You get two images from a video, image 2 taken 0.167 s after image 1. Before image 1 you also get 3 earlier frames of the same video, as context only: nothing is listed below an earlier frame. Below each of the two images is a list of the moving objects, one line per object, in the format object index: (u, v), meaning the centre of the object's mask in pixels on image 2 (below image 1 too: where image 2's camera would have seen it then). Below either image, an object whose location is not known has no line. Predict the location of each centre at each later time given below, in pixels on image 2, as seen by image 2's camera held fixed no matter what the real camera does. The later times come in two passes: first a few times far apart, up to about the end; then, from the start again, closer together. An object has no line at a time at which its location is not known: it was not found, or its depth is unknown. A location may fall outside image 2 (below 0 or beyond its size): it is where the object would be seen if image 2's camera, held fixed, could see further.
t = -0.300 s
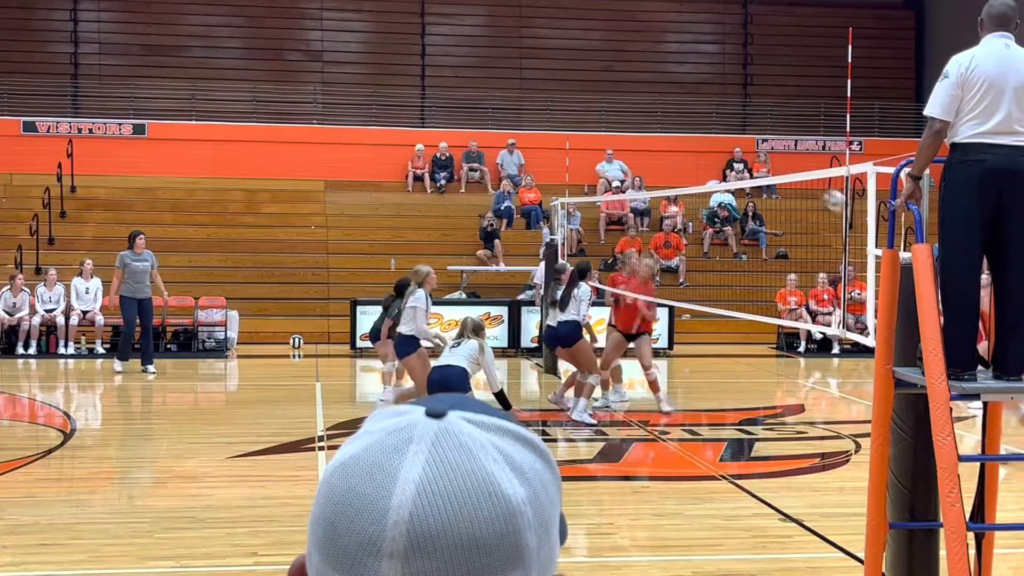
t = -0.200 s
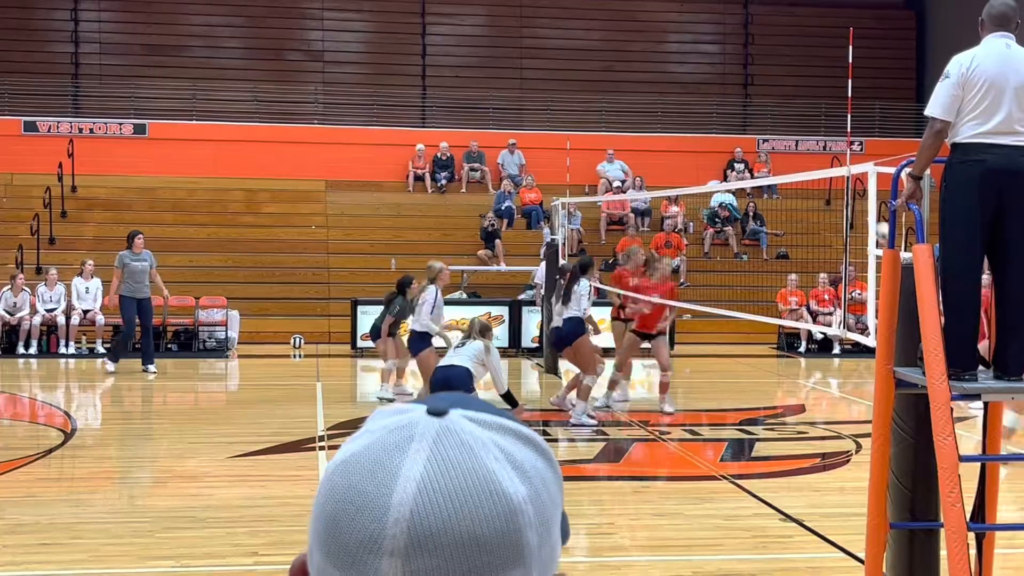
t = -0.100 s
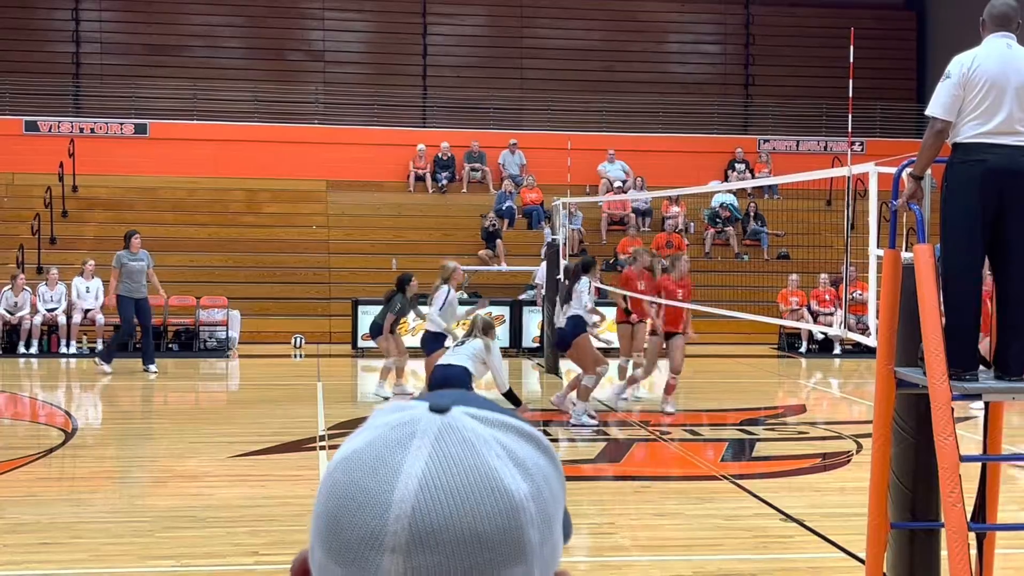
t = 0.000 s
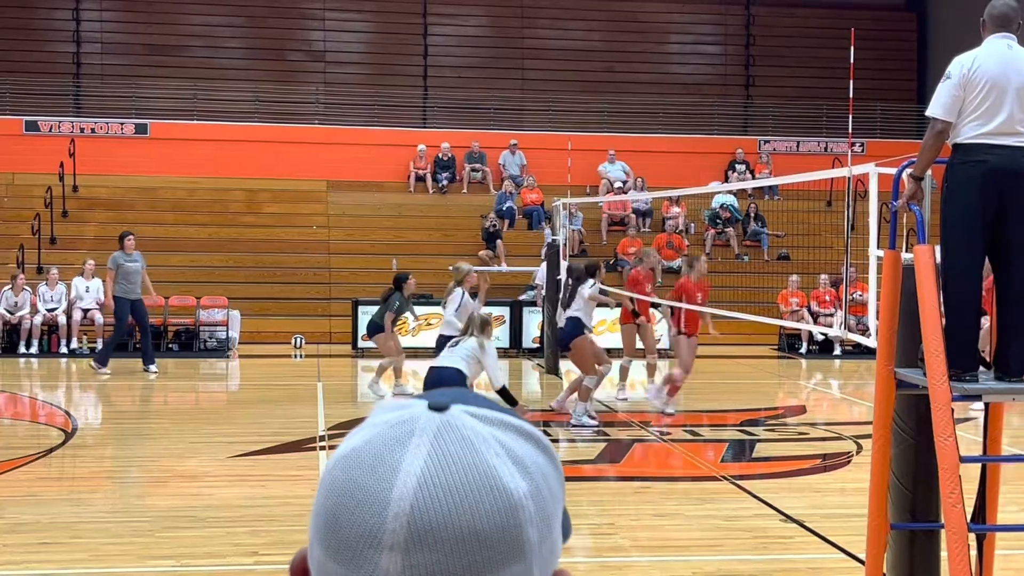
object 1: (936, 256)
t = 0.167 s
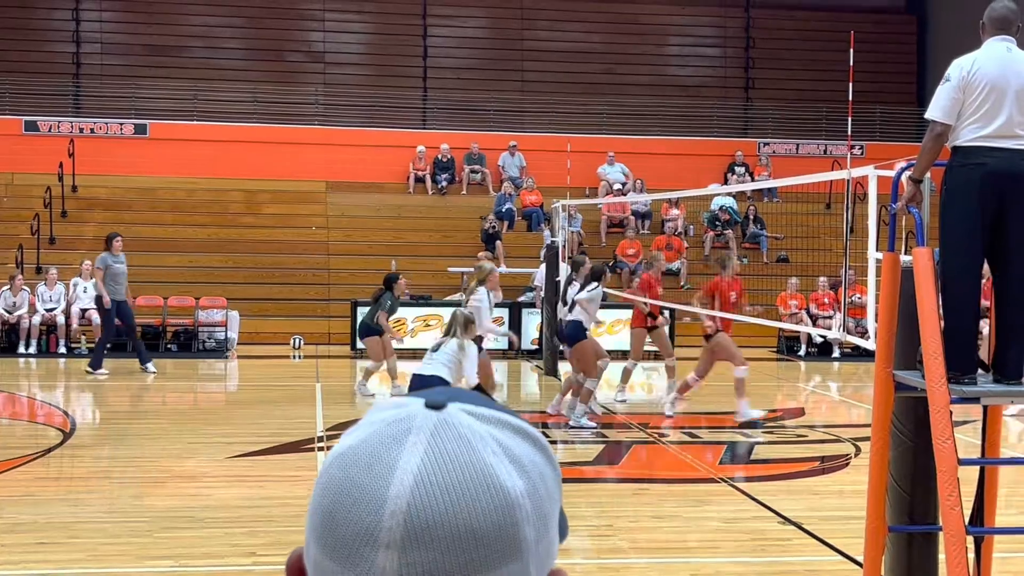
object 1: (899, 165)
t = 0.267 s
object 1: (882, 131)
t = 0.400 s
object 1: (854, 94)
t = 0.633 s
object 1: (804, 66)
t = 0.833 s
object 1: (759, 80)
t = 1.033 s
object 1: (715, 131)
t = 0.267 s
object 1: (882, 131)
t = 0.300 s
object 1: (876, 122)
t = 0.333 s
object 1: (869, 111)
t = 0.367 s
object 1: (862, 102)
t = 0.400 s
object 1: (854, 94)
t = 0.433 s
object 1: (847, 88)
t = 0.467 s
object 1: (838, 81)
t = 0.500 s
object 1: (832, 76)
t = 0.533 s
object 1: (825, 72)
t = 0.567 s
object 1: (818, 69)
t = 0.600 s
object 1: (811, 67)
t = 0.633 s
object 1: (804, 66)
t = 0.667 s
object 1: (797, 66)
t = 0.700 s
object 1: (789, 67)
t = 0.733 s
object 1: (781, 69)
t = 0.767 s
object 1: (774, 71)
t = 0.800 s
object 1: (766, 75)
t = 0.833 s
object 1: (759, 80)
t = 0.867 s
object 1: (751, 86)
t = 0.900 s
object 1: (744, 94)
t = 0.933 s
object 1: (736, 102)
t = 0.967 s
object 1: (729, 111)
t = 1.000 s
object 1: (722, 121)
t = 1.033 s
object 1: (715, 131)
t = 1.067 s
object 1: (707, 143)
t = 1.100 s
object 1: (699, 156)
